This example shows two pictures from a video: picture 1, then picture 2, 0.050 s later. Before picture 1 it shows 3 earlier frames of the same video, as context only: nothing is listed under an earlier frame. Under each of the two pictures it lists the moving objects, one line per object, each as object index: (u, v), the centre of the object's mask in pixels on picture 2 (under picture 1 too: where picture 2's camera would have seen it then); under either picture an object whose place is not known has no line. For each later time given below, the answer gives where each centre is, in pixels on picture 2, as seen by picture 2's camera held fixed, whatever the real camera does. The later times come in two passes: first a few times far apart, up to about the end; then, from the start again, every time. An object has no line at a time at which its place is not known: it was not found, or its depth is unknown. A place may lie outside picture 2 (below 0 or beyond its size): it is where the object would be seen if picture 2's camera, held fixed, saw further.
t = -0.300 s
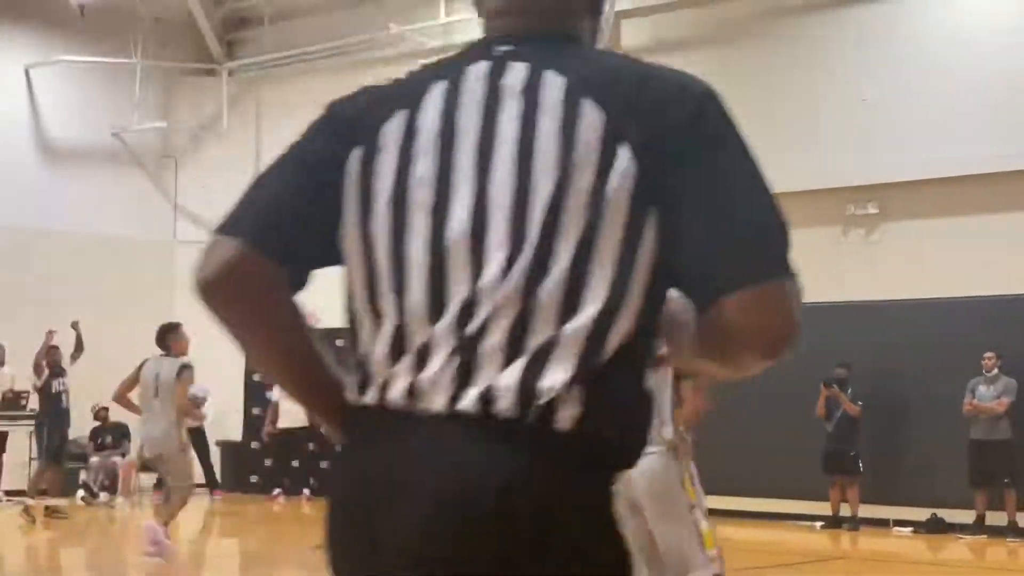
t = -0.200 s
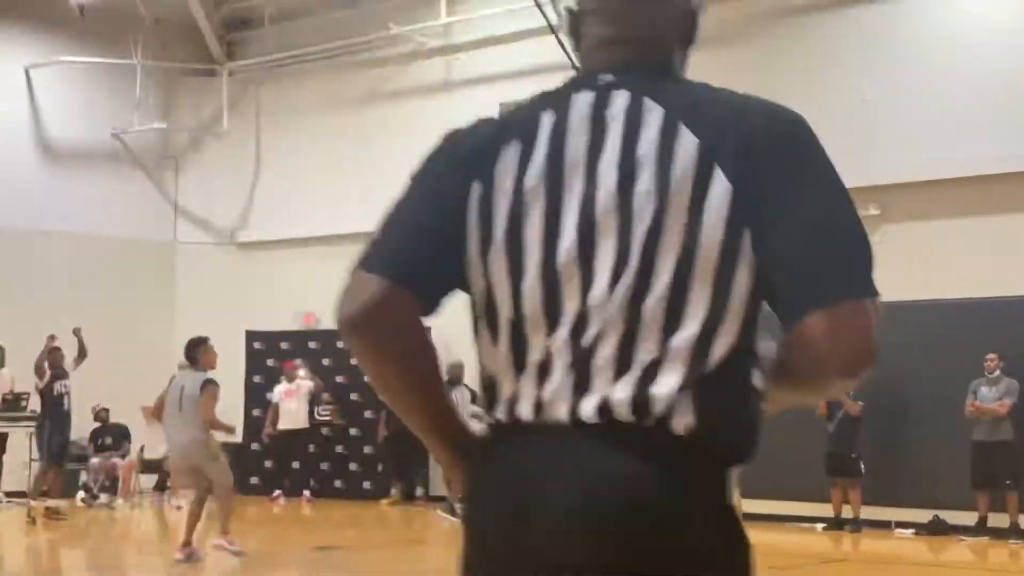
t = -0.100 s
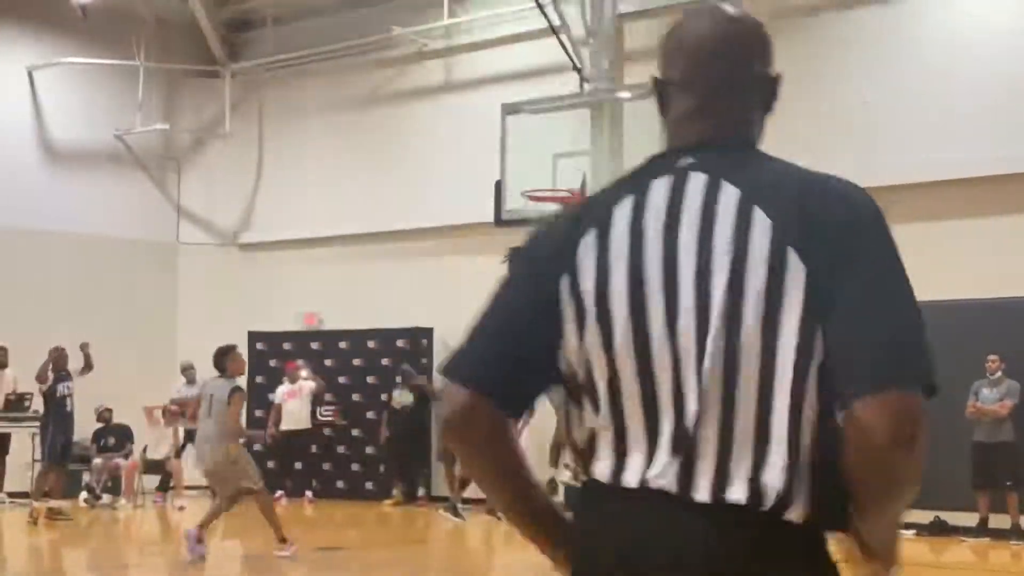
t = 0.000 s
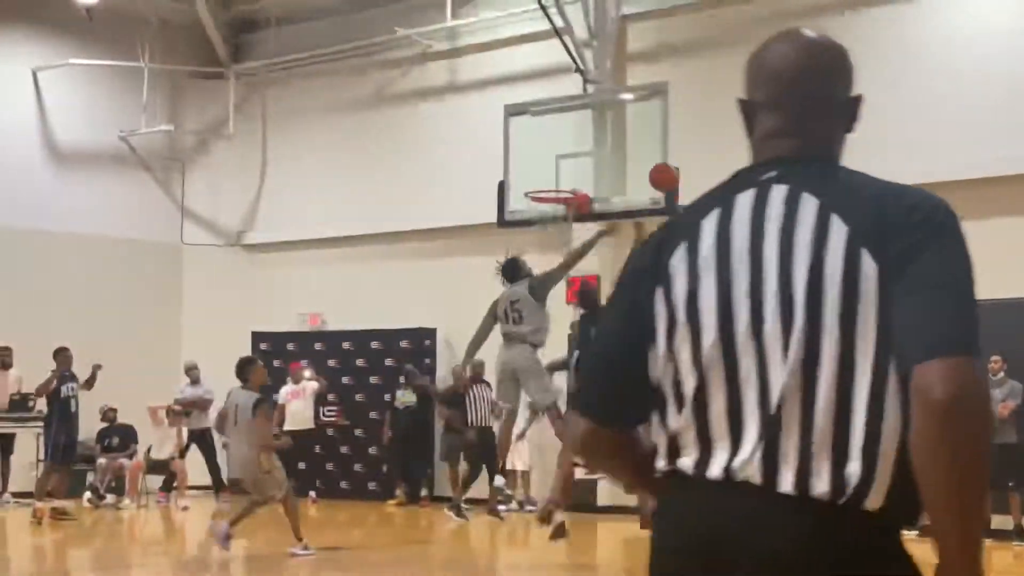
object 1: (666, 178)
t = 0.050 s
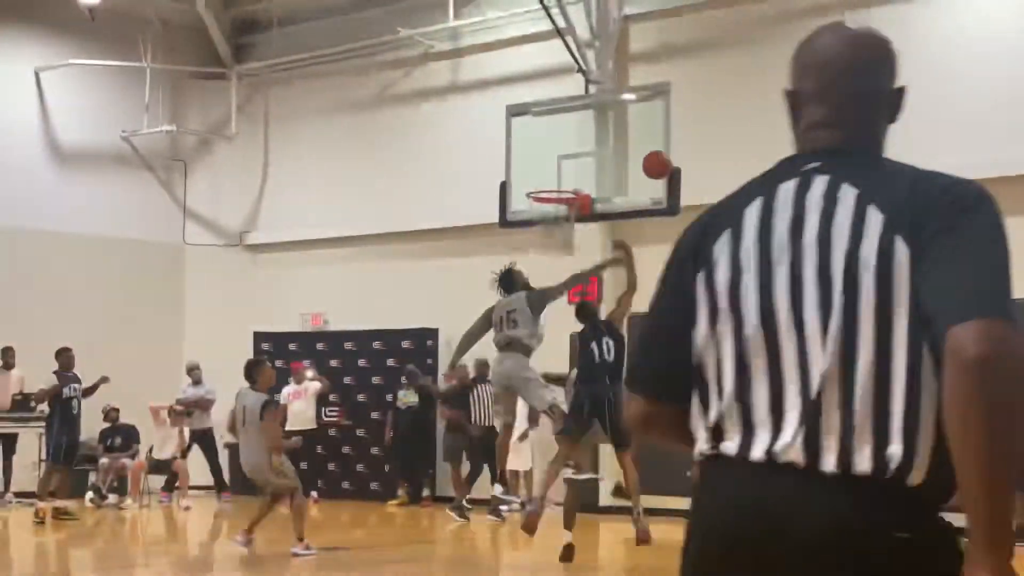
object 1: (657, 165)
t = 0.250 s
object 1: (615, 147)
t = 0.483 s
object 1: (551, 182)
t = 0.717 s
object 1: (575, 248)
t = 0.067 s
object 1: (653, 162)
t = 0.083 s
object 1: (651, 159)
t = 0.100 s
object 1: (648, 156)
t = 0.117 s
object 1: (645, 153)
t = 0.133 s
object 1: (642, 151)
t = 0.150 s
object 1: (640, 150)
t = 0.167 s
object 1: (637, 148)
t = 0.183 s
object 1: (634, 148)
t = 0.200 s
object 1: (629, 147)
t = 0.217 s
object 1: (624, 147)
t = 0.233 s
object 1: (620, 146)
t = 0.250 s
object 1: (615, 147)
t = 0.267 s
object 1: (610, 147)
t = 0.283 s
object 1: (606, 148)
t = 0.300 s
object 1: (602, 149)
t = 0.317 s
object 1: (597, 150)
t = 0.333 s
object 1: (592, 152)
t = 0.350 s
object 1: (588, 154)
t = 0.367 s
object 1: (583, 157)
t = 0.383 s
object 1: (578, 159)
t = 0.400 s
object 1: (574, 162)
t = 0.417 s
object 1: (570, 166)
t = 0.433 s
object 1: (565, 170)
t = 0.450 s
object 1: (560, 173)
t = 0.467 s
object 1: (556, 177)
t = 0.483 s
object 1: (551, 182)
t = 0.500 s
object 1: (547, 188)
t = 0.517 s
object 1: (542, 193)
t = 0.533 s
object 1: (542, 197)
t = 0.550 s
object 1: (544, 201)
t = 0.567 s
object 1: (550, 209)
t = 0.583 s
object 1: (551, 212)
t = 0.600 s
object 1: (554, 214)
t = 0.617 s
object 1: (558, 219)
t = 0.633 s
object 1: (563, 225)
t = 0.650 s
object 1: (566, 232)
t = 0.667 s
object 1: (569, 235)
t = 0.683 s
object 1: (571, 238)
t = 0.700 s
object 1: (572, 242)
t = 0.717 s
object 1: (575, 248)
